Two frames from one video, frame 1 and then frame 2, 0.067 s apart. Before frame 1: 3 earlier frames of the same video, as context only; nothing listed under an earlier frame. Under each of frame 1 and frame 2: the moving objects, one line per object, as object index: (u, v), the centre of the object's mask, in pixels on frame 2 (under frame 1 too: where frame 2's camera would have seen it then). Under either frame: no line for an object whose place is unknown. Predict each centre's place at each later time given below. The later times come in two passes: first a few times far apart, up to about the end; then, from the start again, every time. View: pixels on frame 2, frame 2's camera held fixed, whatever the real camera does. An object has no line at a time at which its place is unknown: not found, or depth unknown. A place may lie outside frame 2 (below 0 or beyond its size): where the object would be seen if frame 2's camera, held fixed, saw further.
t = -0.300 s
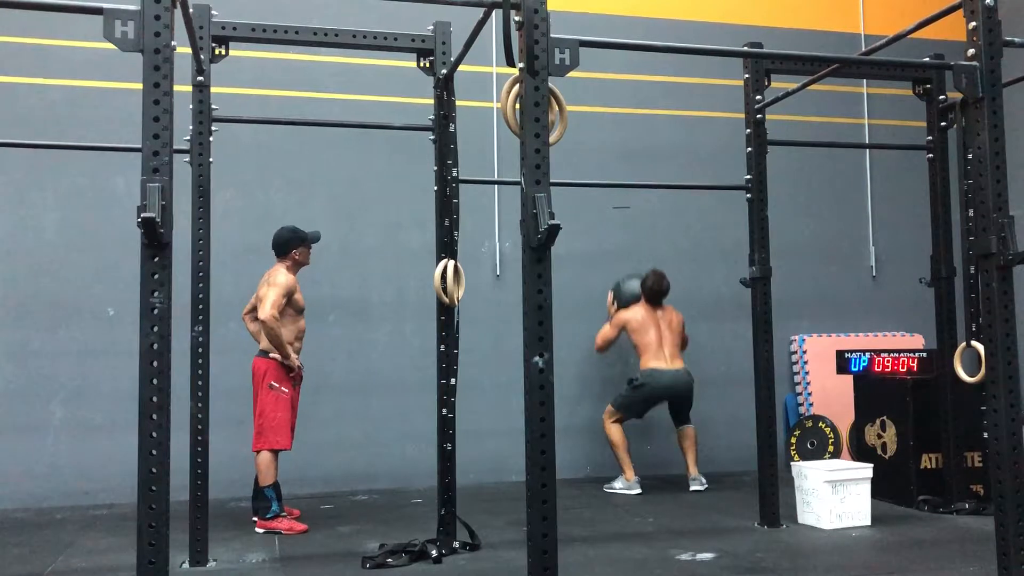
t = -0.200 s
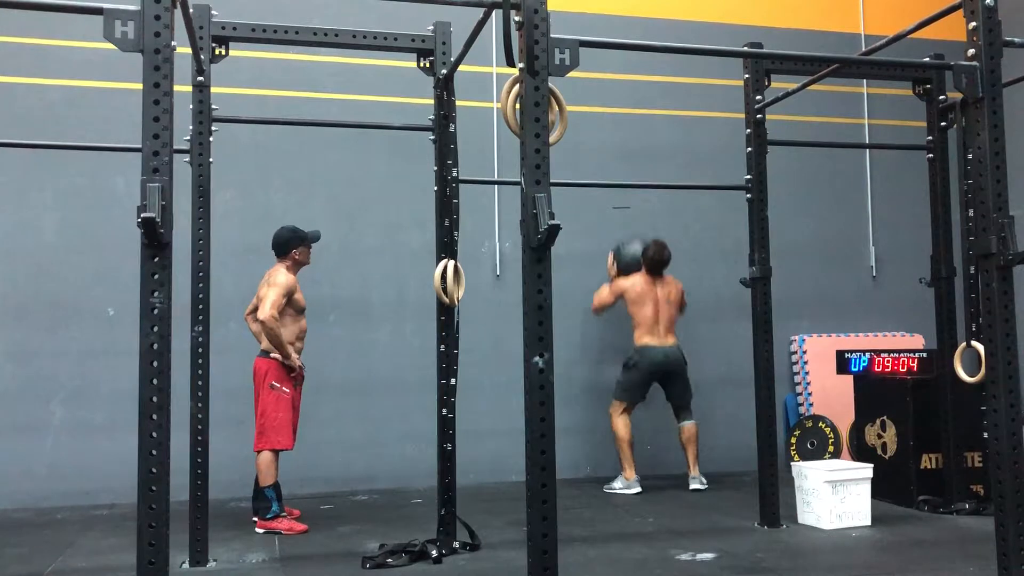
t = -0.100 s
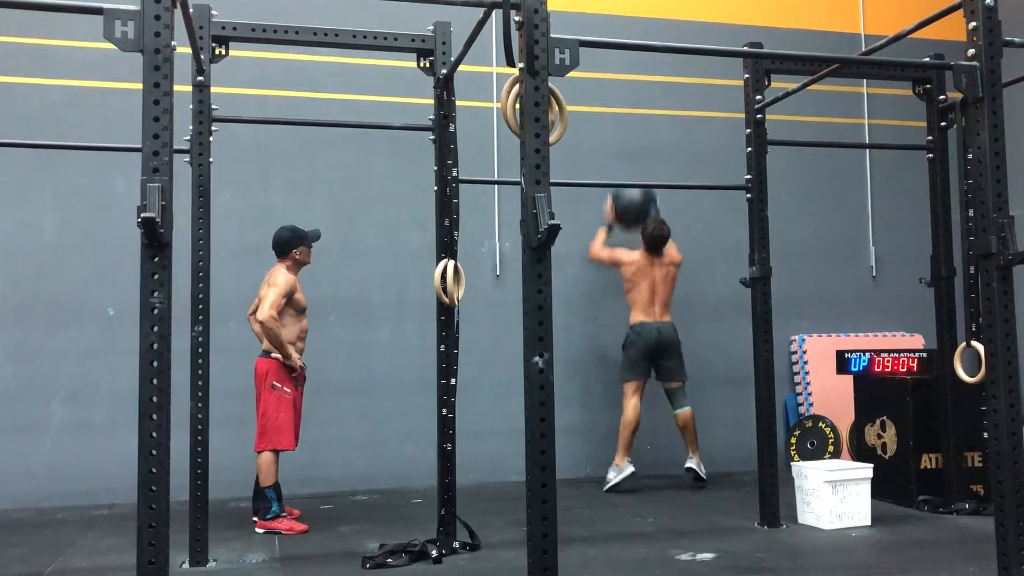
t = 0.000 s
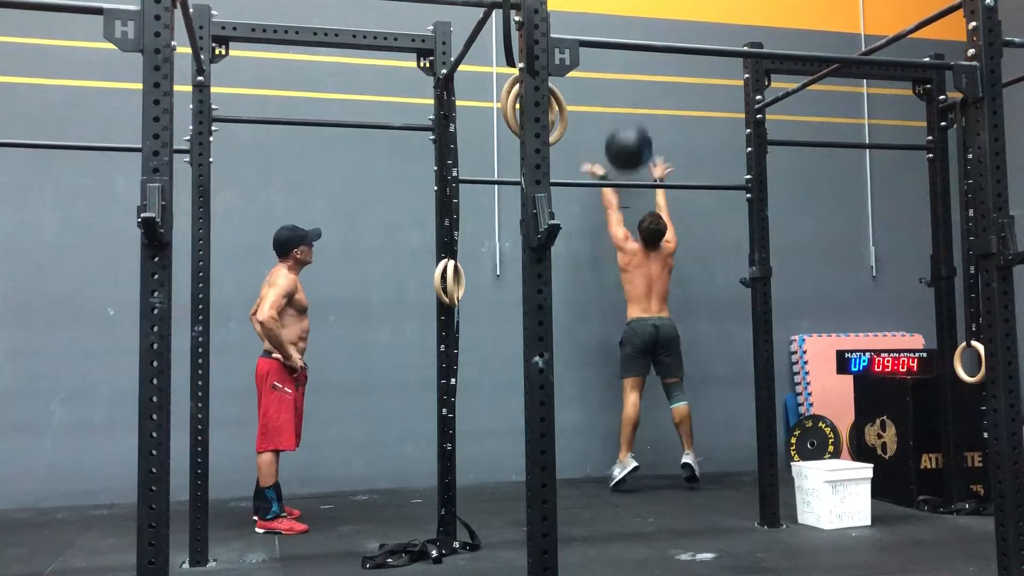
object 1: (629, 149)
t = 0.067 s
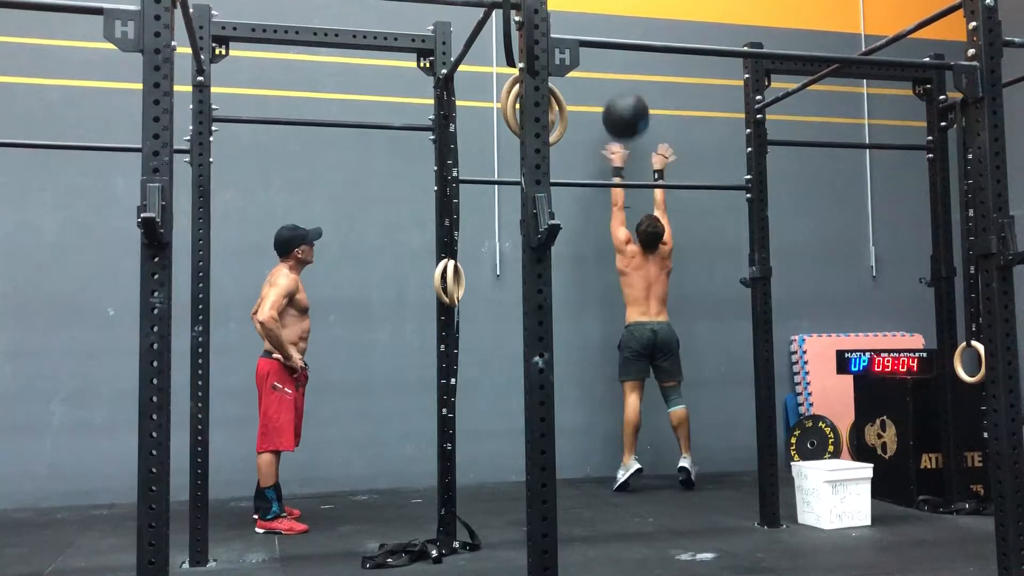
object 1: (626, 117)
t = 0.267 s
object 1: (617, 65)
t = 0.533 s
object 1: (620, 67)
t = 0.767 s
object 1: (627, 143)
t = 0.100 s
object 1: (624, 103)
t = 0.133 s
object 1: (623, 91)
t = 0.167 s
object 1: (621, 82)
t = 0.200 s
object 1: (620, 73)
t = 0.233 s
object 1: (618, 69)
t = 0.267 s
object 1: (617, 65)
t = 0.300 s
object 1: (615, 63)
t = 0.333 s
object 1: (615, 62)
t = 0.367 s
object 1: (617, 55)
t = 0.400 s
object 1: (617, 54)
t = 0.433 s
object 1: (618, 54)
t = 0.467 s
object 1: (619, 57)
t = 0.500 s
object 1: (619, 64)
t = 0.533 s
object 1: (620, 67)
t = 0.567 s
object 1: (621, 71)
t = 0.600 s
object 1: (622, 79)
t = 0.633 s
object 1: (623, 87)
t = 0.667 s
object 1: (624, 100)
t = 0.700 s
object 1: (625, 113)
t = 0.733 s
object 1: (626, 128)
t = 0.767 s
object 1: (627, 143)
